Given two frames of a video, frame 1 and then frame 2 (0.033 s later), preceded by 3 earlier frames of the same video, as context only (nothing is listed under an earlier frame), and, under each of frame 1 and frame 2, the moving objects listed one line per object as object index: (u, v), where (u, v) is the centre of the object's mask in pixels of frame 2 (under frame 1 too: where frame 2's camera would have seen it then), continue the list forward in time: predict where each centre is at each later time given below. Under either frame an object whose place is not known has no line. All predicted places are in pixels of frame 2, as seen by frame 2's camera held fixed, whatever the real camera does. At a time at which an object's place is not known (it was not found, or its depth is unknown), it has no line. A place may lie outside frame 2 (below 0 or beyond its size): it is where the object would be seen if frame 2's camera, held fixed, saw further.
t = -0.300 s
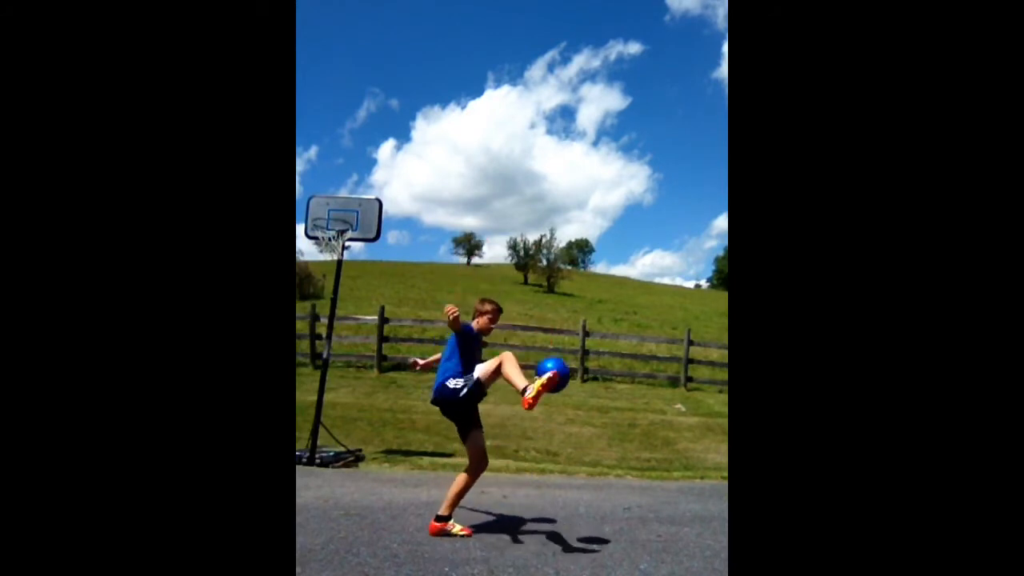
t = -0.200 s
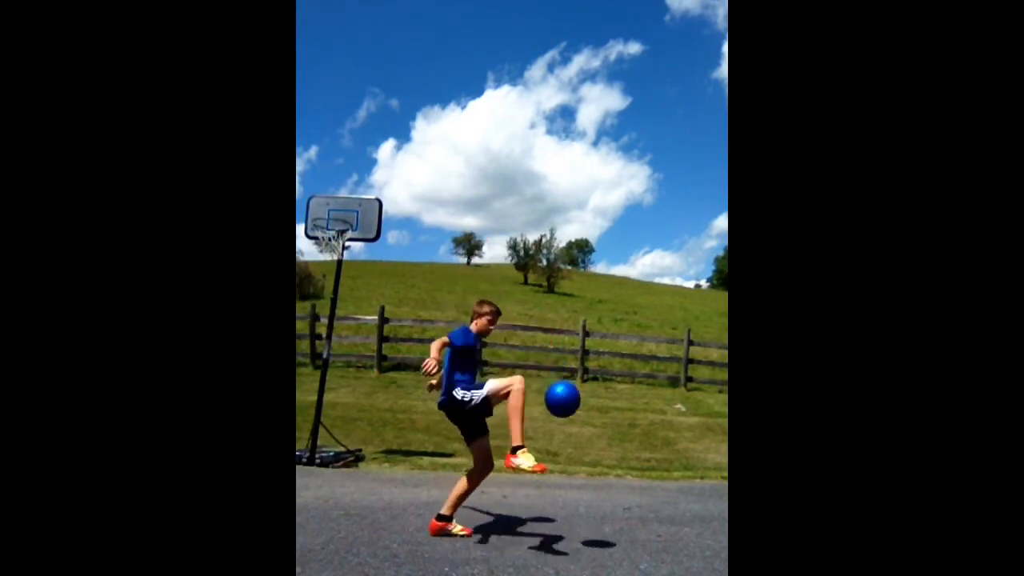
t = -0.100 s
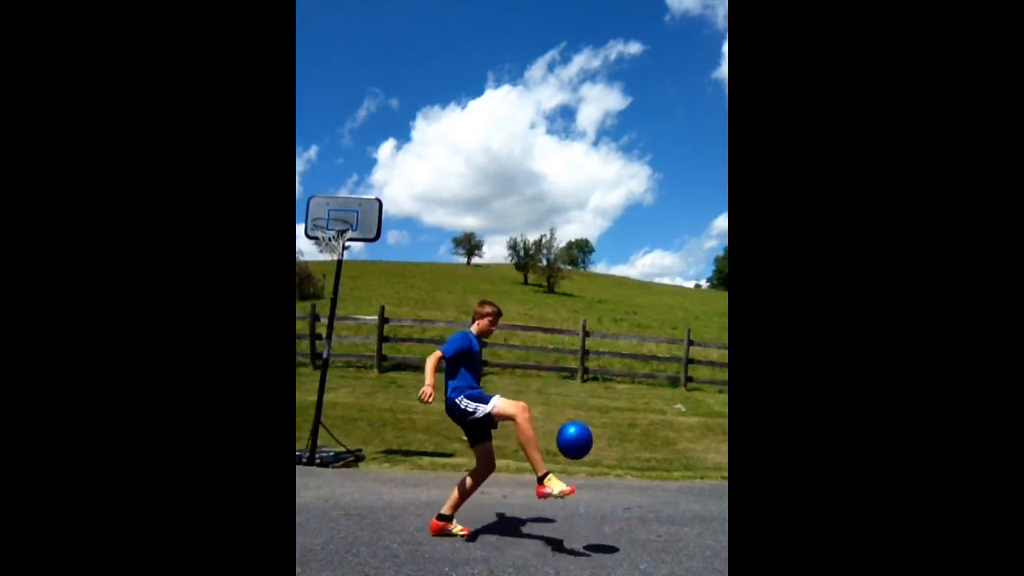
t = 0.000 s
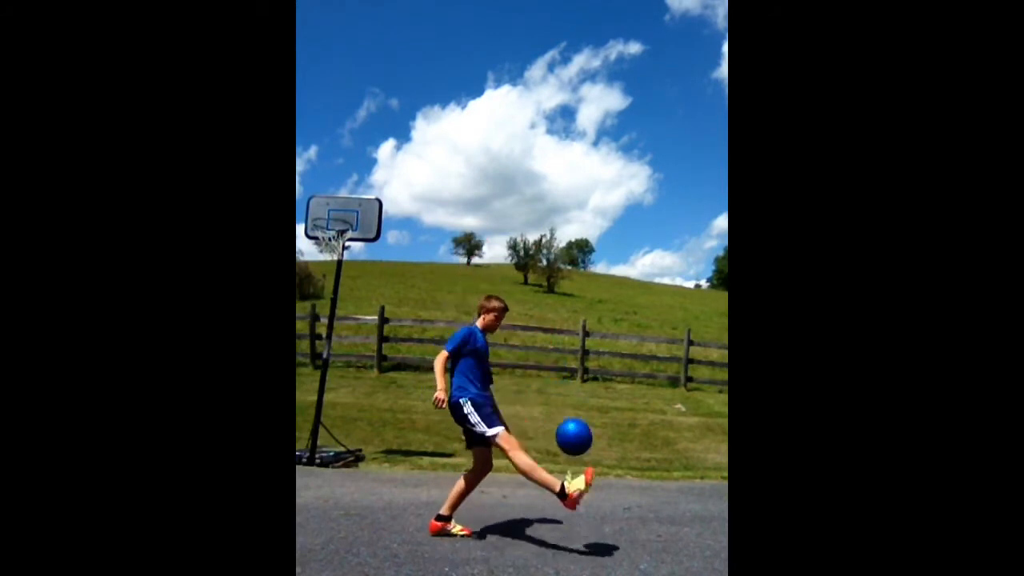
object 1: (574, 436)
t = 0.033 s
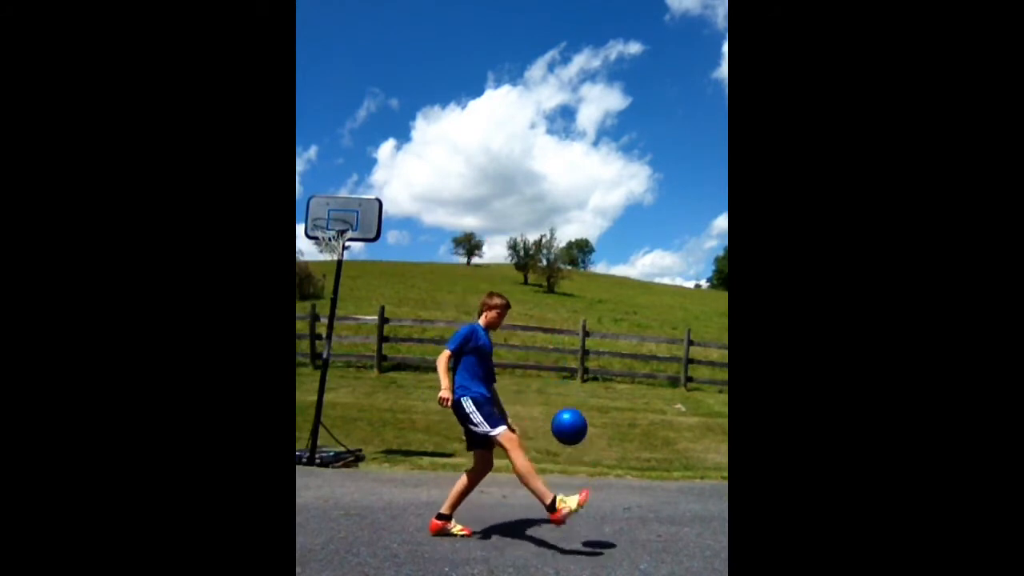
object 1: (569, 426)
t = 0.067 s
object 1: (564, 418)
